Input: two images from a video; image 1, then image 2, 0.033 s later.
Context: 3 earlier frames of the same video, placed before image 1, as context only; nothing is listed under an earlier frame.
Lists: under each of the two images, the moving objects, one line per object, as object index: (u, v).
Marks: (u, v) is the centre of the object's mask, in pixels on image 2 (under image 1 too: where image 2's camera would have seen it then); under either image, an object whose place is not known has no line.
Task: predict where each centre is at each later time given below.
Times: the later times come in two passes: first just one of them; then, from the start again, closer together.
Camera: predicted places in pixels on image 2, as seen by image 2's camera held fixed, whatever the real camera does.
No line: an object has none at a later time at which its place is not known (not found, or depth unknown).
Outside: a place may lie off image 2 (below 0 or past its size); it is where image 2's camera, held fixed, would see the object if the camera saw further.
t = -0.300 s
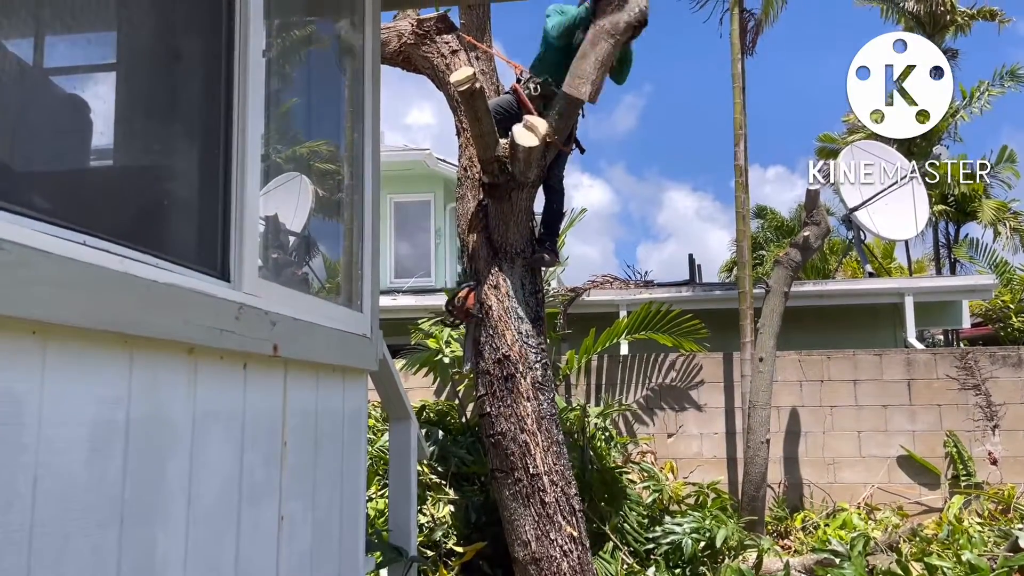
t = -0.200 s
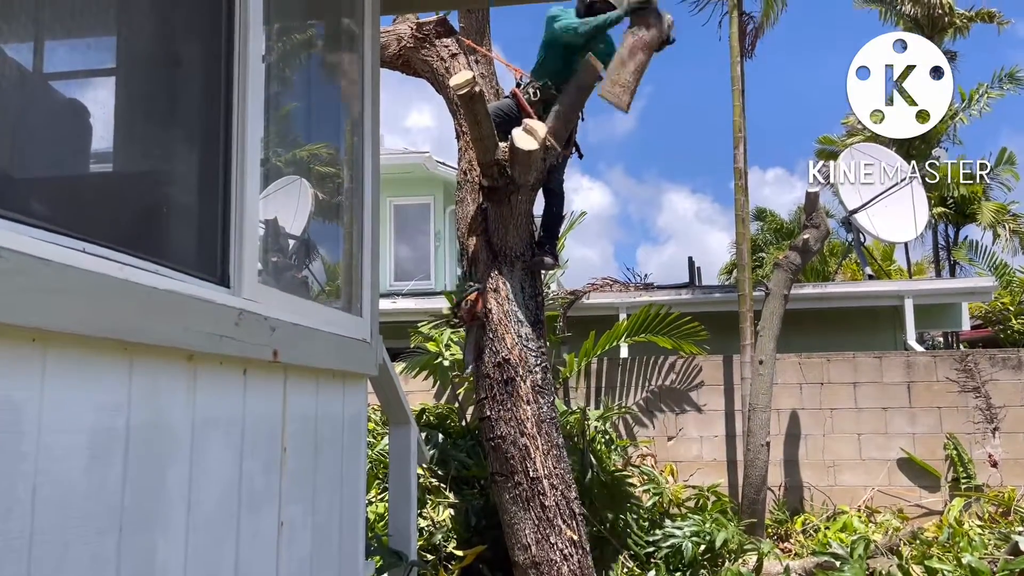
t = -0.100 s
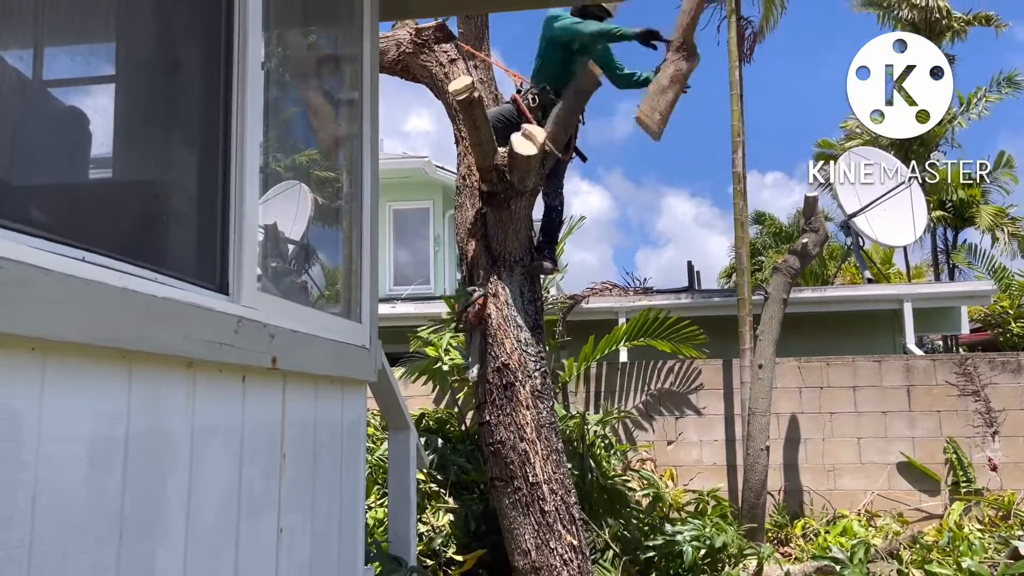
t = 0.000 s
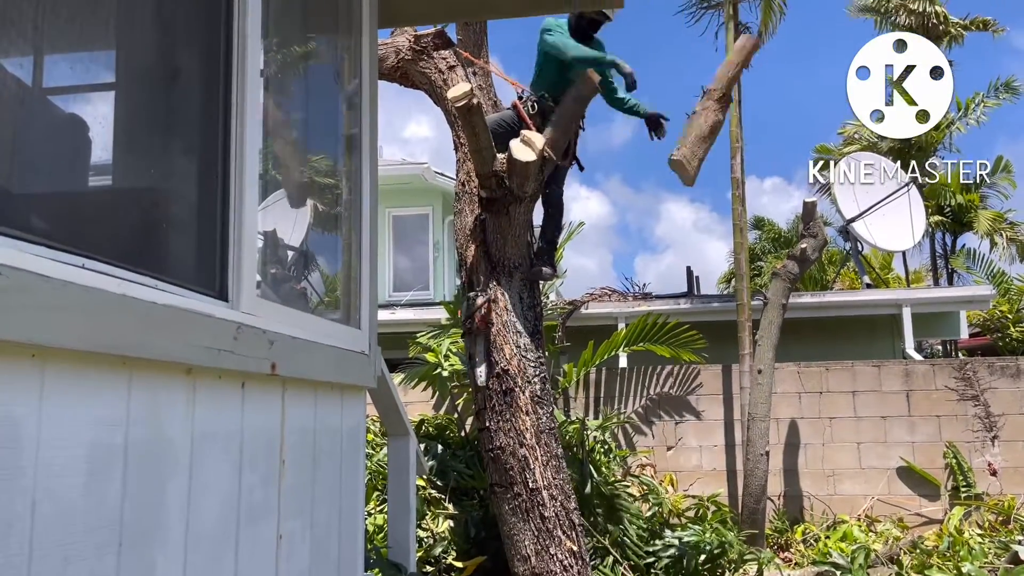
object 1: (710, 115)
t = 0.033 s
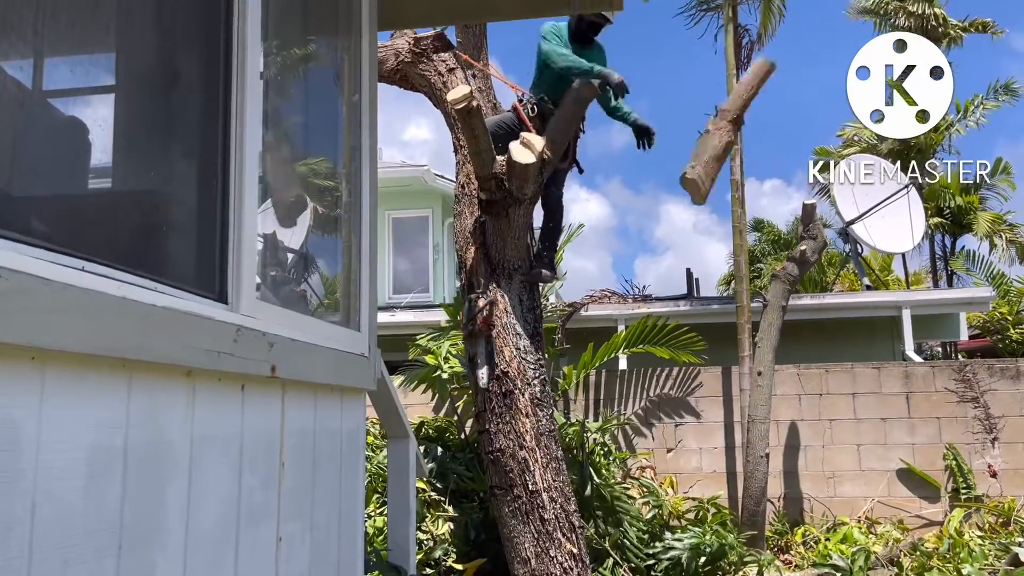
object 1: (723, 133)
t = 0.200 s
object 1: (789, 251)
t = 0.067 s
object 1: (736, 153)
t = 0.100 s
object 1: (750, 175)
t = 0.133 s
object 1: (762, 199)
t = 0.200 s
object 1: (789, 251)
